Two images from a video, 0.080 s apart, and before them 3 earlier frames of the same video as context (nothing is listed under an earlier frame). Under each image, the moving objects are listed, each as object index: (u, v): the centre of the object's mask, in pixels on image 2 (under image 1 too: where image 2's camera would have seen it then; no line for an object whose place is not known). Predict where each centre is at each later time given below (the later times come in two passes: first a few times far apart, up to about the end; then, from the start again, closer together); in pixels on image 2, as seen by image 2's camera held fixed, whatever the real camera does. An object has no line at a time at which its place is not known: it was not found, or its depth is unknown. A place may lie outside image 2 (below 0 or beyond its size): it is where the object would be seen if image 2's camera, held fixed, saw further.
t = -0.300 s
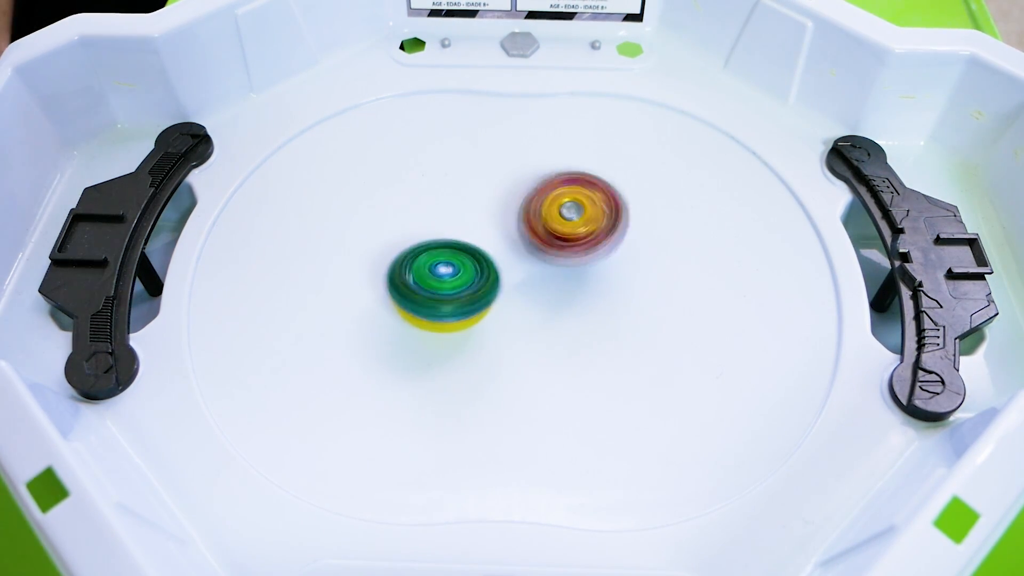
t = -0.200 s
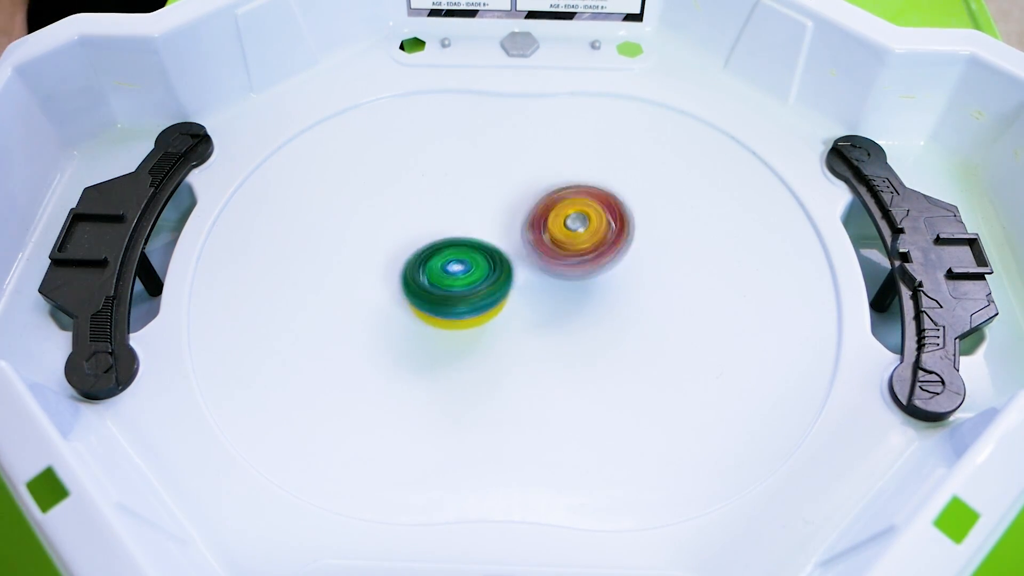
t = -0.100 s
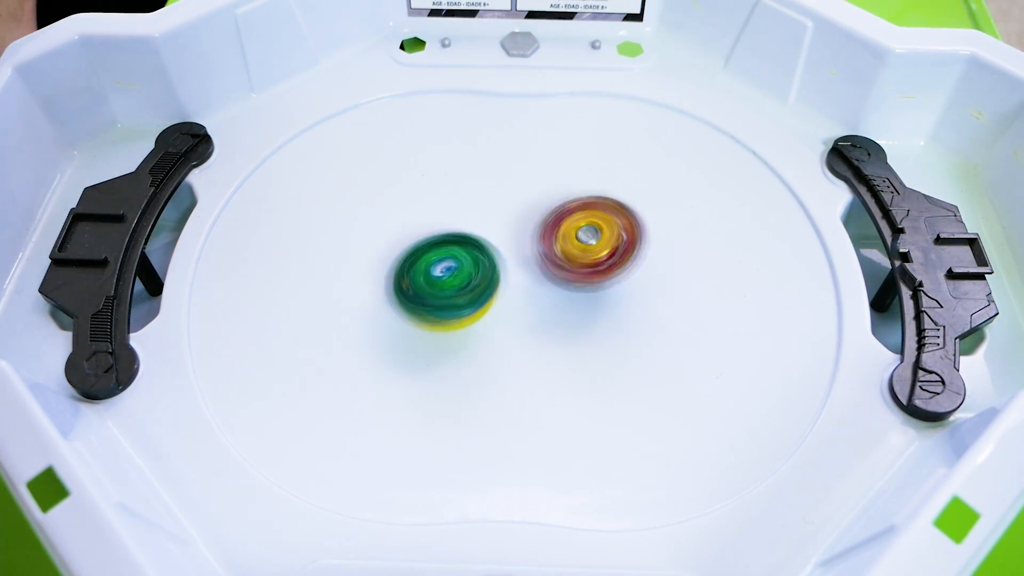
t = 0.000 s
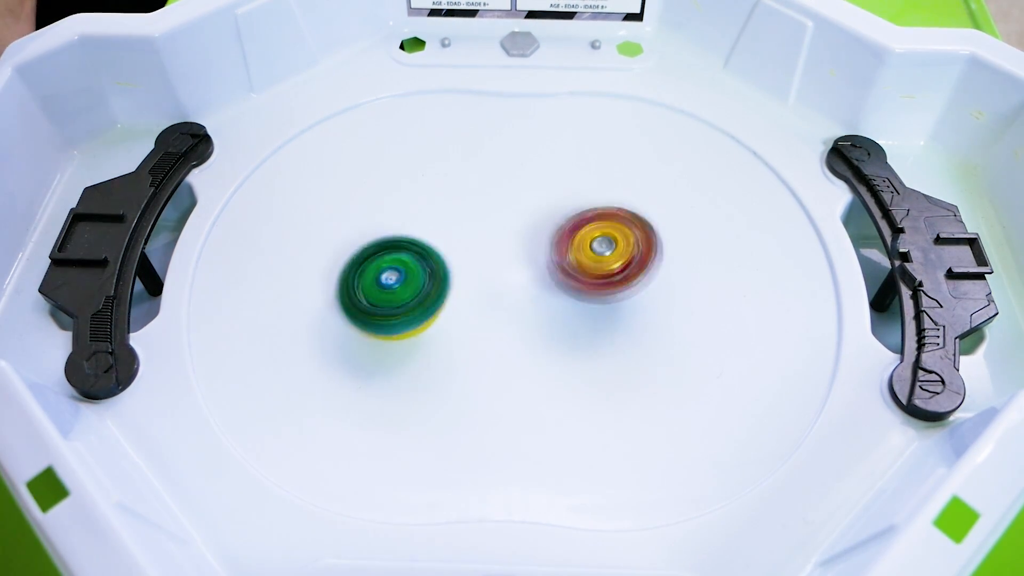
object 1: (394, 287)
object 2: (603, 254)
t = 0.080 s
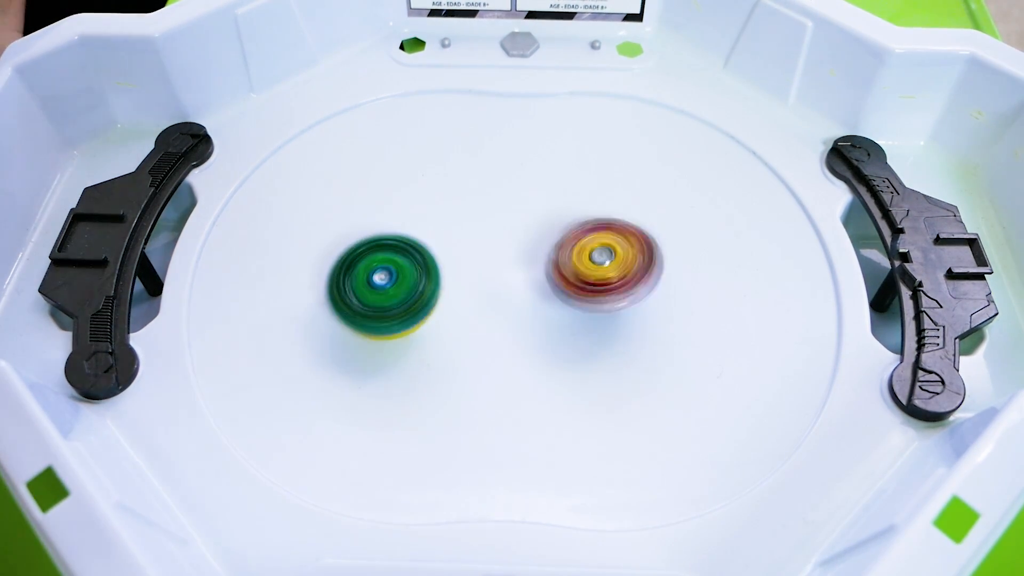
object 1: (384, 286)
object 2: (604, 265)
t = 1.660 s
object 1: (437, 205)
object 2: (597, 212)
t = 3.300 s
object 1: (487, 218)
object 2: (574, 284)
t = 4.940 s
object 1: (474, 224)
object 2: (605, 273)
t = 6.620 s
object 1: (361, 244)
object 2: (623, 284)
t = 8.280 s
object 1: (545, 254)
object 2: (582, 175)
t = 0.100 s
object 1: (385, 285)
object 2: (601, 268)
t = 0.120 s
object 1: (387, 283)
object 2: (600, 270)
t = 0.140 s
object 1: (389, 282)
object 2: (599, 273)
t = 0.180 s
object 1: (394, 278)
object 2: (594, 277)
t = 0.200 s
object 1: (396, 275)
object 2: (589, 281)
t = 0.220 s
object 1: (398, 273)
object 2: (587, 282)
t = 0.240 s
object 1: (401, 271)
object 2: (584, 285)
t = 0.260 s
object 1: (403, 269)
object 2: (579, 286)
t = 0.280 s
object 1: (405, 268)
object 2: (574, 288)
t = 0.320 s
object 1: (409, 264)
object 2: (566, 291)
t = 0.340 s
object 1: (411, 263)
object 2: (561, 292)
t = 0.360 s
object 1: (413, 262)
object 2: (554, 293)
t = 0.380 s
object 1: (415, 261)
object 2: (549, 293)
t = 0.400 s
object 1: (416, 260)
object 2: (543, 295)
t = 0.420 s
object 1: (419, 259)
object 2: (540, 294)
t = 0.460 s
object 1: (419, 256)
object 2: (533, 295)
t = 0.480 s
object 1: (404, 249)
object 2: (542, 301)
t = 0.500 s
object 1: (391, 243)
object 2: (551, 305)
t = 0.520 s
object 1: (380, 238)
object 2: (559, 310)
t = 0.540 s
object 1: (372, 234)
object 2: (565, 310)
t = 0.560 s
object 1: (365, 231)
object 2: (570, 309)
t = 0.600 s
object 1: (359, 227)
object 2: (579, 312)
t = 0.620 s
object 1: (359, 226)
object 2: (583, 311)
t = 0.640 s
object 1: (358, 225)
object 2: (586, 311)
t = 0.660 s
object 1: (360, 225)
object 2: (589, 310)
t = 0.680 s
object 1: (359, 224)
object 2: (593, 311)
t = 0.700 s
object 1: (361, 224)
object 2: (596, 311)
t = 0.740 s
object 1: (363, 223)
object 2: (599, 310)
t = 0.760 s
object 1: (363, 223)
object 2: (602, 310)
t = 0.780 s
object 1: (365, 223)
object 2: (603, 309)
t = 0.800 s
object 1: (365, 223)
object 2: (603, 309)
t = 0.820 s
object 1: (368, 223)
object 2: (605, 308)
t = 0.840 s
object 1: (369, 223)
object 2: (606, 308)
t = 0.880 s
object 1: (373, 224)
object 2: (606, 306)
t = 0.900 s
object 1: (376, 224)
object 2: (606, 305)
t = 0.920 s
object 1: (378, 224)
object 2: (608, 304)
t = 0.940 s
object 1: (381, 225)
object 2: (607, 303)
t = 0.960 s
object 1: (383, 225)
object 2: (606, 301)
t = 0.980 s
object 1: (386, 226)
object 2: (606, 300)
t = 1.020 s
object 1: (393, 227)
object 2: (604, 296)
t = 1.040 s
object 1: (395, 227)
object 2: (603, 294)
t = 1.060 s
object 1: (399, 228)
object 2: (602, 292)
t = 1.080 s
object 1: (401, 228)
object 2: (601, 290)
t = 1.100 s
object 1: (405, 228)
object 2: (599, 288)
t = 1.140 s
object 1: (411, 228)
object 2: (597, 282)
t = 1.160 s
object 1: (413, 228)
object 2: (594, 279)
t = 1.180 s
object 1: (416, 228)
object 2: (591, 276)
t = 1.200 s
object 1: (418, 227)
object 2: (590, 273)
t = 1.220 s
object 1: (422, 227)
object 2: (588, 268)
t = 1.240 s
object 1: (424, 226)
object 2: (585, 265)
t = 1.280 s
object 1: (430, 225)
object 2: (581, 257)
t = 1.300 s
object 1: (433, 224)
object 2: (579, 254)
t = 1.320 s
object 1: (436, 223)
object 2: (576, 251)
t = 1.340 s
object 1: (439, 223)
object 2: (572, 247)
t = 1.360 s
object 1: (442, 221)
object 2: (572, 243)
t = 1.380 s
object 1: (444, 221)
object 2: (569, 240)
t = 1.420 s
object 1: (450, 218)
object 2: (565, 234)
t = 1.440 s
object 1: (453, 216)
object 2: (563, 230)
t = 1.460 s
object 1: (451, 215)
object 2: (566, 229)
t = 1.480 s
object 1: (445, 212)
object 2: (571, 228)
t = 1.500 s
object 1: (441, 211)
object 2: (574, 225)
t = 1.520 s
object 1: (438, 210)
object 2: (578, 221)
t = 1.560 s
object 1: (435, 210)
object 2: (585, 216)
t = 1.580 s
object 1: (435, 209)
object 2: (588, 216)
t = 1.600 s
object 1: (437, 208)
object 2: (591, 214)
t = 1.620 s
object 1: (436, 207)
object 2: (593, 213)
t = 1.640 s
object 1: (438, 206)
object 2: (595, 212)
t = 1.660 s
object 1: (437, 205)
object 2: (597, 212)
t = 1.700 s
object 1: (438, 203)
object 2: (600, 212)
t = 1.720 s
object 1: (438, 202)
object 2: (601, 213)
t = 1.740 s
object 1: (438, 201)
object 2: (603, 213)
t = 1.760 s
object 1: (438, 200)
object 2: (604, 214)
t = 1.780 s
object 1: (437, 199)
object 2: (603, 214)
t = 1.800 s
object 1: (437, 200)
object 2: (605, 216)
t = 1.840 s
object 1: (437, 199)
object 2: (604, 218)
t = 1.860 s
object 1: (437, 199)
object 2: (604, 220)
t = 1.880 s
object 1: (436, 199)
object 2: (604, 221)
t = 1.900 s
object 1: (437, 199)
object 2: (602, 224)
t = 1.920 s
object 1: (436, 200)
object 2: (600, 226)
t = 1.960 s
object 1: (437, 201)
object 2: (597, 230)
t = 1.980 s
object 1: (438, 202)
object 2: (593, 234)
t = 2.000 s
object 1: (438, 202)
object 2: (590, 236)
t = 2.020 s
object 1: (439, 204)
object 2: (587, 238)
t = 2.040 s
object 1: (439, 204)
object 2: (583, 241)
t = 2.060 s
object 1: (441, 206)
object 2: (578, 244)
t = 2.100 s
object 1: (442, 208)
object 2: (569, 249)
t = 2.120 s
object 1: (443, 209)
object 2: (564, 252)
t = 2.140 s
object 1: (445, 210)
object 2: (559, 254)
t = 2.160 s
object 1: (446, 211)
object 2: (552, 256)
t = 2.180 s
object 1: (448, 212)
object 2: (548, 258)
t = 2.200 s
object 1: (449, 212)
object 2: (546, 261)
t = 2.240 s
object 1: (447, 211)
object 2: (546, 274)
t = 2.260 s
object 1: (446, 211)
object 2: (538, 281)
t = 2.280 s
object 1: (448, 212)
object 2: (533, 287)
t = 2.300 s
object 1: (449, 213)
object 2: (527, 291)
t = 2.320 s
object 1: (452, 213)
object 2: (519, 295)
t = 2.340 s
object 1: (453, 214)
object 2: (513, 299)
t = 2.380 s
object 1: (457, 214)
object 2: (509, 300)
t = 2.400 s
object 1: (459, 215)
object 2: (508, 300)
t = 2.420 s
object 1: (461, 215)
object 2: (509, 301)
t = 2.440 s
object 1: (463, 216)
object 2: (507, 302)
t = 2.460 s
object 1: (465, 215)
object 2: (504, 302)
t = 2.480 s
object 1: (466, 216)
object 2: (504, 301)
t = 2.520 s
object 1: (470, 215)
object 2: (502, 299)
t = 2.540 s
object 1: (468, 210)
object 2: (507, 305)
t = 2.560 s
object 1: (466, 204)
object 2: (511, 307)
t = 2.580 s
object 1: (464, 201)
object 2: (514, 310)
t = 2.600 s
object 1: (463, 198)
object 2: (514, 312)
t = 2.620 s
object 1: (463, 197)
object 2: (516, 310)
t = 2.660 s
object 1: (464, 196)
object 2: (519, 309)
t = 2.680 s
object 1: (465, 196)
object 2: (521, 308)
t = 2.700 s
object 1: (466, 195)
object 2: (523, 308)
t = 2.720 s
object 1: (468, 195)
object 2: (524, 307)
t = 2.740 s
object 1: (468, 194)
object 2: (525, 306)
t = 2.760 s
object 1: (470, 195)
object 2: (526, 305)
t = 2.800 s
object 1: (471, 195)
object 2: (530, 302)
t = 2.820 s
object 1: (472, 194)
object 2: (532, 301)
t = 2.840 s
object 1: (472, 195)
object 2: (534, 300)
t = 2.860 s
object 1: (473, 195)
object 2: (536, 298)
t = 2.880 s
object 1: (473, 195)
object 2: (537, 297)
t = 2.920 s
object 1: (474, 196)
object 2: (541, 294)
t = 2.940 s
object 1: (474, 197)
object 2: (539, 295)
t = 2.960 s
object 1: (475, 197)
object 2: (539, 294)
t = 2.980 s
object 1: (474, 198)
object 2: (540, 295)
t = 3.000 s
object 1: (476, 199)
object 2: (541, 294)
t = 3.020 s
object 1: (475, 199)
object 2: (542, 294)
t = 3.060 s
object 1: (476, 202)
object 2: (545, 294)
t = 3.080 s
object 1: (477, 204)
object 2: (547, 293)
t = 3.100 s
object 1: (477, 205)
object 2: (549, 292)
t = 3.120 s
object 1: (477, 206)
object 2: (551, 292)
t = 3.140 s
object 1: (479, 208)
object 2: (556, 290)
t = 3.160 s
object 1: (479, 209)
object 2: (558, 288)
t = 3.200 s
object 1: (481, 212)
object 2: (564, 287)
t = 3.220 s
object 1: (483, 213)
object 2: (566, 287)
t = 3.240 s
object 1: (484, 215)
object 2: (567, 286)
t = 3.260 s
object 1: (484, 216)
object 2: (571, 285)
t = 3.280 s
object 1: (486, 217)
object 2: (572, 284)
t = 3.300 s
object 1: (487, 218)
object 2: (574, 284)
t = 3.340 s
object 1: (489, 219)
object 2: (577, 283)
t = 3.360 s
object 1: (490, 220)
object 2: (579, 284)
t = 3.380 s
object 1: (490, 220)
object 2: (583, 283)
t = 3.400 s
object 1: (490, 222)
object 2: (585, 284)
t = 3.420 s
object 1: (493, 223)
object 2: (584, 284)
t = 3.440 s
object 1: (494, 224)
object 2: (589, 283)
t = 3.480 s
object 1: (498, 225)
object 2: (589, 284)
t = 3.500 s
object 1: (500, 226)
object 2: (593, 284)
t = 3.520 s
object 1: (500, 225)
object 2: (595, 284)
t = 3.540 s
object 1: (499, 226)
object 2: (595, 285)
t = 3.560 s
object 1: (500, 226)
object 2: (598, 286)
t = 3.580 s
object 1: (501, 226)
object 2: (598, 286)
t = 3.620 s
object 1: (505, 227)
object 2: (600, 285)
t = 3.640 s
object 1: (506, 227)
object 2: (599, 285)
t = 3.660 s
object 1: (508, 226)
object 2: (599, 286)
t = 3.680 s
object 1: (509, 226)
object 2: (599, 286)
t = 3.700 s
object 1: (507, 224)
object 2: (602, 288)
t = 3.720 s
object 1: (501, 218)
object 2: (607, 291)
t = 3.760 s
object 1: (491, 212)
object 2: (617, 299)
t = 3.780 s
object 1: (486, 210)
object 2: (614, 301)
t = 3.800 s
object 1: (484, 209)
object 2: (616, 300)
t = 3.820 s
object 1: (482, 209)
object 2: (617, 302)
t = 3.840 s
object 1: (481, 210)
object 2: (616, 303)
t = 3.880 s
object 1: (480, 212)
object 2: (616, 304)
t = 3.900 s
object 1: (481, 212)
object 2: (614, 306)
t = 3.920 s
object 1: (481, 213)
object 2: (614, 304)
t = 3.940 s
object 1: (482, 214)
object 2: (612, 305)
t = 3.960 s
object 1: (483, 215)
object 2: (610, 305)
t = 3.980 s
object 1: (483, 217)
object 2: (609, 304)
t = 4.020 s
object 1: (485, 219)
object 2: (603, 303)
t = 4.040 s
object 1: (486, 220)
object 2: (600, 300)
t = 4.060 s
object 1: (487, 221)
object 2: (597, 300)
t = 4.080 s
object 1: (487, 222)
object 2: (594, 297)
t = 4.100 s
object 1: (488, 223)
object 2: (589, 295)
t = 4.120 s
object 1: (488, 224)
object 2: (585, 293)
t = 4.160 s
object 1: (489, 226)
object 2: (577, 288)
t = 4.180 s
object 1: (483, 224)
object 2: (578, 288)
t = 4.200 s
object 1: (480, 223)
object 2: (578, 288)
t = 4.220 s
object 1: (476, 223)
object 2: (575, 286)
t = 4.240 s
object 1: (474, 225)
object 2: (575, 283)
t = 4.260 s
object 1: (474, 226)
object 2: (574, 281)
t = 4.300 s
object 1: (475, 229)
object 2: (574, 278)
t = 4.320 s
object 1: (475, 228)
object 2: (574, 278)
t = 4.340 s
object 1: (471, 227)
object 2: (577, 279)
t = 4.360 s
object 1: (469, 225)
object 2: (581, 279)
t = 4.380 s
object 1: (467, 225)
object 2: (582, 279)
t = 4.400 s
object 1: (467, 226)
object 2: (584, 278)
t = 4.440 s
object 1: (468, 227)
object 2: (588, 277)
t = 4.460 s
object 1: (470, 228)
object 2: (589, 277)
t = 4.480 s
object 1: (471, 228)
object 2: (589, 276)
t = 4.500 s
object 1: (472, 229)
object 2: (590, 276)
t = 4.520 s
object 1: (474, 230)
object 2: (592, 275)
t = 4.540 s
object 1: (475, 230)
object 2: (590, 275)
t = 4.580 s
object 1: (478, 230)
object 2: (592, 274)
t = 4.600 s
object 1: (478, 230)
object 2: (592, 275)
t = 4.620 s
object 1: (480, 231)
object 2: (593, 273)
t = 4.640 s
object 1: (482, 230)
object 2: (592, 272)
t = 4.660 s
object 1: (483, 231)
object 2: (592, 272)
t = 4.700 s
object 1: (486, 230)
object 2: (591, 271)
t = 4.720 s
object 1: (483, 229)
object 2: (595, 272)
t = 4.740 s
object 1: (480, 227)
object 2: (599, 275)
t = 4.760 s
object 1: (476, 226)
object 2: (602, 275)
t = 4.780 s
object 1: (474, 226)
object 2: (604, 276)
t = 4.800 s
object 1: (474, 226)
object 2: (603, 276)
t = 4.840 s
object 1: (475, 226)
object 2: (606, 275)
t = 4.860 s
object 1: (475, 225)
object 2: (606, 275)
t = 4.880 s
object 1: (474, 225)
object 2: (606, 273)
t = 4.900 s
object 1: (476, 224)
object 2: (606, 274)
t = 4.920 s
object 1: (475, 223)
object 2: (607, 274)
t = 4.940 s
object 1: (474, 224)
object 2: (605, 273)
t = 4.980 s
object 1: (474, 222)
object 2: (605, 272)
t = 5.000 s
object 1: (475, 223)
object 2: (603, 273)
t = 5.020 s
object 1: (475, 222)
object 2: (602, 271)
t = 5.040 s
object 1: (474, 222)
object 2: (600, 272)
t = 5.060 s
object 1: (475, 223)
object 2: (598, 271)
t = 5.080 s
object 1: (475, 223)
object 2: (596, 269)
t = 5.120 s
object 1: (475, 224)
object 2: (592, 268)
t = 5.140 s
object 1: (475, 224)
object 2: (587, 267)
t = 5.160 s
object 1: (475, 225)
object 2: (586, 264)
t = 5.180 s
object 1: (475, 225)
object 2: (585, 264)
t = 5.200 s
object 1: (471, 223)
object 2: (584, 267)
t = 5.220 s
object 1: (468, 223)
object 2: (585, 266)
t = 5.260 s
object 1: (465, 224)
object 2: (582, 266)
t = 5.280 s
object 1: (467, 226)
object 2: (581, 264)
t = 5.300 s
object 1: (468, 227)
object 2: (581, 263)
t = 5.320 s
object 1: (468, 227)
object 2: (581, 262)
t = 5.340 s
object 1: (470, 228)
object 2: (580, 262)
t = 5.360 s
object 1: (471, 227)
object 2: (580, 261)
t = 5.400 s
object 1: (467, 228)
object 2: (583, 263)
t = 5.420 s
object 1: (463, 227)
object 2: (586, 262)
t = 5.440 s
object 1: (461, 228)
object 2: (588, 262)
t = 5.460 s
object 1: (462, 229)
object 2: (591, 262)
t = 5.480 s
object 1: (462, 229)
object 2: (591, 263)
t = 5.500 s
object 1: (463, 230)
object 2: (593, 262)
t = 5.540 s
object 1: (466, 229)
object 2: (594, 263)
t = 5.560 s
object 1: (467, 230)
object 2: (593, 262)
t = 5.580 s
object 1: (469, 230)
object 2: (593, 262)
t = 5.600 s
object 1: (469, 229)
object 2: (593, 262)
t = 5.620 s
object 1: (469, 230)
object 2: (592, 263)
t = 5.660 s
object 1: (472, 229)
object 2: (592, 263)
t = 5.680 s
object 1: (472, 229)
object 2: (592, 263)
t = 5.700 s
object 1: (474, 228)
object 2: (590, 263)
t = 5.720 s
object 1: (474, 228)
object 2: (589, 263)
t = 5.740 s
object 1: (475, 228)
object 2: (587, 262)
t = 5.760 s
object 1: (476, 227)
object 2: (585, 263)
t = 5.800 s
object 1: (477, 227)
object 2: (581, 262)
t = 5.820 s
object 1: (467, 223)
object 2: (590, 266)
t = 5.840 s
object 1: (458, 216)
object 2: (596, 269)
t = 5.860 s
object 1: (448, 214)
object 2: (604, 272)
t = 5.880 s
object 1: (443, 211)
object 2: (606, 276)
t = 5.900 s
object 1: (438, 209)
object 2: (608, 279)
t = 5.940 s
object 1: (432, 205)
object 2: (609, 277)
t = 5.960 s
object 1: (429, 203)
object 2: (611, 279)
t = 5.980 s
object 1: (427, 203)
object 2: (613, 281)
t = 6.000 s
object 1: (427, 202)
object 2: (612, 281)
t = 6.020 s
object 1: (426, 203)
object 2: (611, 282)
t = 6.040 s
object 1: (427, 204)
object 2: (609, 282)
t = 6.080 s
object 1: (429, 204)
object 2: (607, 281)
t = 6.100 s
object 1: (429, 205)
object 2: (607, 282)
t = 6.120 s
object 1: (431, 205)
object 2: (604, 282)
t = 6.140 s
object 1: (431, 205)
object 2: (602, 282)
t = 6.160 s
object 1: (431, 207)
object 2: (598, 281)
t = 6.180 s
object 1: (432, 208)
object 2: (595, 280)
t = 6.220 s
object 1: (434, 211)
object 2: (590, 278)
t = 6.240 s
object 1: (436, 214)
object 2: (586, 277)
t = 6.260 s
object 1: (437, 216)
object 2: (582, 276)
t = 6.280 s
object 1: (439, 220)
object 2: (577, 273)
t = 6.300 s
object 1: (442, 224)
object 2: (572, 271)
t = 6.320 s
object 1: (445, 227)
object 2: (569, 268)
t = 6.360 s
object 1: (452, 235)
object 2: (561, 263)
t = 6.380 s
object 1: (452, 238)
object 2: (562, 264)
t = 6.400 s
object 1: (453, 240)
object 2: (563, 264)
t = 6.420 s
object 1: (453, 242)
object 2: (565, 263)
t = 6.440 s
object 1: (436, 240)
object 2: (583, 265)
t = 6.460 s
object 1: (421, 240)
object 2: (595, 270)
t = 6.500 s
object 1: (392, 239)
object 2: (608, 278)
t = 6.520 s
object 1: (380, 239)
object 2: (614, 279)
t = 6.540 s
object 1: (372, 238)
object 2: (617, 281)
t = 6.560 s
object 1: (366, 239)
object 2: (620, 282)
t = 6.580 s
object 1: (362, 240)
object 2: (621, 284)
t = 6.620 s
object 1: (361, 244)
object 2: (623, 284)
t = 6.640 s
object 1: (364, 245)
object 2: (626, 285)
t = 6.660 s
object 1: (368, 245)
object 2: (628, 286)
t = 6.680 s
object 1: (372, 246)
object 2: (628, 289)
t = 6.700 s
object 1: (375, 246)
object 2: (629, 290)
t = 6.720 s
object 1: (379, 247)
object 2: (626, 293)
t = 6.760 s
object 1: (387, 245)
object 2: (622, 296)
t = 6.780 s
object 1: (390, 245)
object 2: (619, 299)
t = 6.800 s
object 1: (393, 246)
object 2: (616, 298)
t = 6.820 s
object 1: (397, 247)
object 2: (613, 297)
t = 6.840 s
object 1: (400, 248)
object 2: (611, 298)
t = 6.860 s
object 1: (405, 250)
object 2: (607, 295)
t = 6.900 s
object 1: (417, 251)
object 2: (598, 290)
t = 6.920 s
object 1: (424, 252)
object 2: (595, 286)
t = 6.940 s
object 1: (431, 252)
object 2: (594, 282)
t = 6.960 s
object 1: (440, 251)
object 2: (589, 276)
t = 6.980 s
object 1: (447, 250)
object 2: (586, 272)
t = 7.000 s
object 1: (455, 248)
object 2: (584, 266)
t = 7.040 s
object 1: (473, 243)
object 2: (582, 255)
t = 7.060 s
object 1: (479, 241)
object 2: (578, 248)
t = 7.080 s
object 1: (480, 239)
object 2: (579, 242)
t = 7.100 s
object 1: (481, 237)
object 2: (578, 236)
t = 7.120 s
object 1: (481, 235)
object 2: (578, 231)
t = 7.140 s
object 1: (479, 232)
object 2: (582, 226)
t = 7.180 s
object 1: (480, 227)
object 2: (580, 212)
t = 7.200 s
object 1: (482, 223)
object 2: (582, 207)
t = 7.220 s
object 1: (483, 221)
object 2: (581, 200)
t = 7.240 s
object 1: (482, 219)
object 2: (581, 195)
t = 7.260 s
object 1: (484, 216)
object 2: (582, 191)
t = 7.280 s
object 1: (484, 215)
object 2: (582, 186)
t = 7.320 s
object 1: (482, 214)
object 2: (580, 178)
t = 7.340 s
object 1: (482, 214)
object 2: (581, 175)
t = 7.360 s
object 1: (484, 214)
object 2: (582, 171)
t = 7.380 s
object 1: (484, 215)
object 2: (582, 169)
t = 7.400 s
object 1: (485, 216)
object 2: (581, 167)
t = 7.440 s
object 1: (488, 217)
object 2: (584, 169)
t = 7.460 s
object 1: (488, 218)
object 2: (584, 169)
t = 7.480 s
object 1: (488, 218)
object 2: (583, 169)
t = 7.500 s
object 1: (490, 220)
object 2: (582, 171)
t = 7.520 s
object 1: (489, 222)
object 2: (579, 172)
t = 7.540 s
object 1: (487, 223)
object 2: (577, 174)
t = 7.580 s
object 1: (484, 234)
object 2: (574, 174)
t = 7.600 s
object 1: (483, 239)
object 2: (573, 175)
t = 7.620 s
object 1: (483, 244)
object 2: (572, 176)
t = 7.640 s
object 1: (485, 249)
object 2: (572, 177)
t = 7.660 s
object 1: (485, 254)
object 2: (572, 175)
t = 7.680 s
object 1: (487, 259)
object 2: (573, 177)
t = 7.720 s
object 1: (489, 268)
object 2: (575, 179)
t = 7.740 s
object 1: (489, 274)
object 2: (578, 180)
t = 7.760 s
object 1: (491, 280)
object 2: (580, 181)
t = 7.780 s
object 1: (492, 286)
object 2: (583, 181)
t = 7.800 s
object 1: (494, 291)
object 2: (585, 180)
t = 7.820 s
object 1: (498, 295)
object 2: (586, 180)
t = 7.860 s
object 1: (503, 299)
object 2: (586, 180)
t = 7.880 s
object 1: (505, 299)
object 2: (585, 180)
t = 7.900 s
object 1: (506, 298)
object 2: (583, 181)
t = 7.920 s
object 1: (508, 297)
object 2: (582, 180)
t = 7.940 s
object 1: (511, 296)
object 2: (580, 180)
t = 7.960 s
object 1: (514, 295)
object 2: (578, 180)
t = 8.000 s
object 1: (523, 291)
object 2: (574, 180)
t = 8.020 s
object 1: (529, 289)
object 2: (572, 179)
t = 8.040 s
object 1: (535, 287)
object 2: (571, 178)
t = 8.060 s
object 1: (541, 284)
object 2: (570, 178)
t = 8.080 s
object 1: (545, 282)
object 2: (570, 178)
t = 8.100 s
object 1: (545, 281)
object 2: (570, 178)
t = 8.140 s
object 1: (548, 277)
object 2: (570, 177)
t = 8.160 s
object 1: (546, 275)
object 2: (571, 177)
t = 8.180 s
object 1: (546, 272)
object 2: (572, 177)
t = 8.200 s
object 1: (545, 268)
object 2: (574, 177)
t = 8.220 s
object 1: (546, 264)
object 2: (576, 176)
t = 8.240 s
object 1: (547, 258)
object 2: (578, 176)
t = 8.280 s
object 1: (545, 254)
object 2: (582, 175)
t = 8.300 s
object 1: (545, 253)
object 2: (583, 175)
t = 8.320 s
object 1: (545, 253)
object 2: (584, 176)
